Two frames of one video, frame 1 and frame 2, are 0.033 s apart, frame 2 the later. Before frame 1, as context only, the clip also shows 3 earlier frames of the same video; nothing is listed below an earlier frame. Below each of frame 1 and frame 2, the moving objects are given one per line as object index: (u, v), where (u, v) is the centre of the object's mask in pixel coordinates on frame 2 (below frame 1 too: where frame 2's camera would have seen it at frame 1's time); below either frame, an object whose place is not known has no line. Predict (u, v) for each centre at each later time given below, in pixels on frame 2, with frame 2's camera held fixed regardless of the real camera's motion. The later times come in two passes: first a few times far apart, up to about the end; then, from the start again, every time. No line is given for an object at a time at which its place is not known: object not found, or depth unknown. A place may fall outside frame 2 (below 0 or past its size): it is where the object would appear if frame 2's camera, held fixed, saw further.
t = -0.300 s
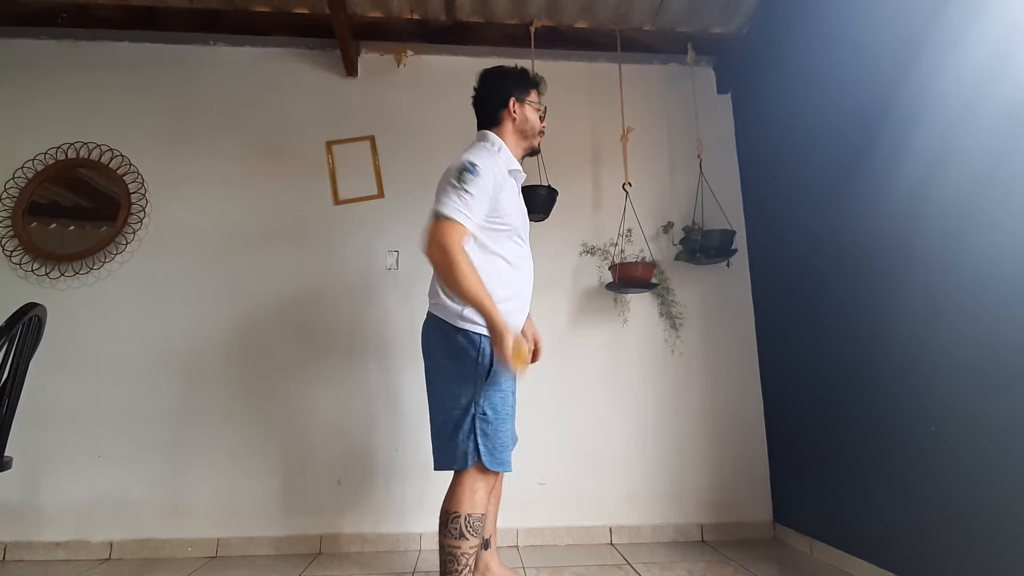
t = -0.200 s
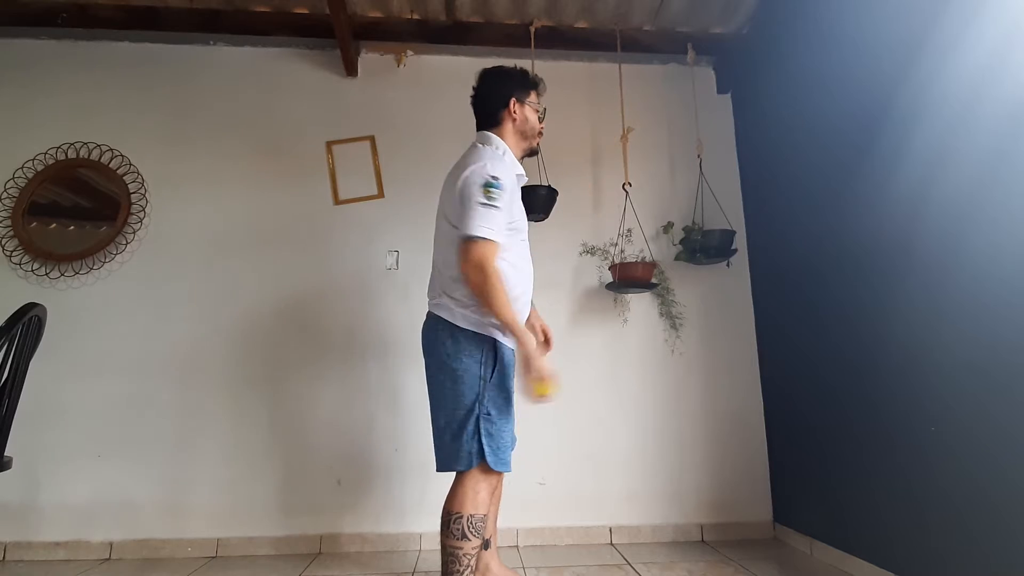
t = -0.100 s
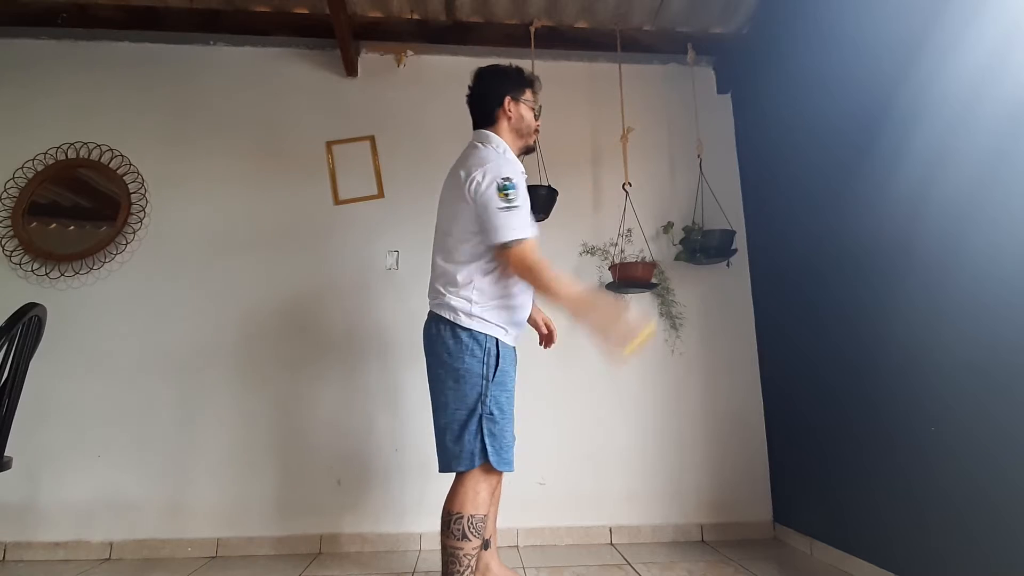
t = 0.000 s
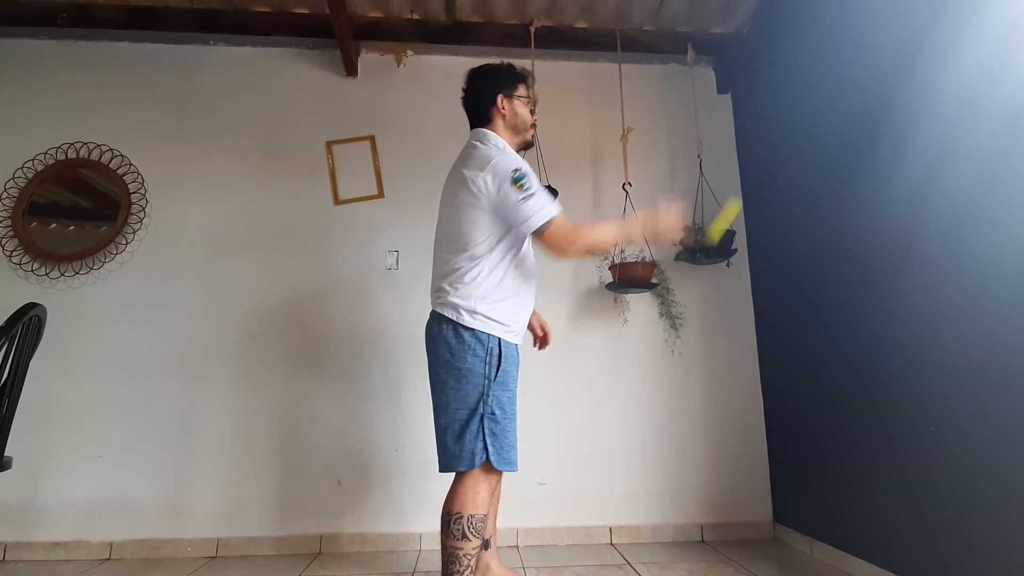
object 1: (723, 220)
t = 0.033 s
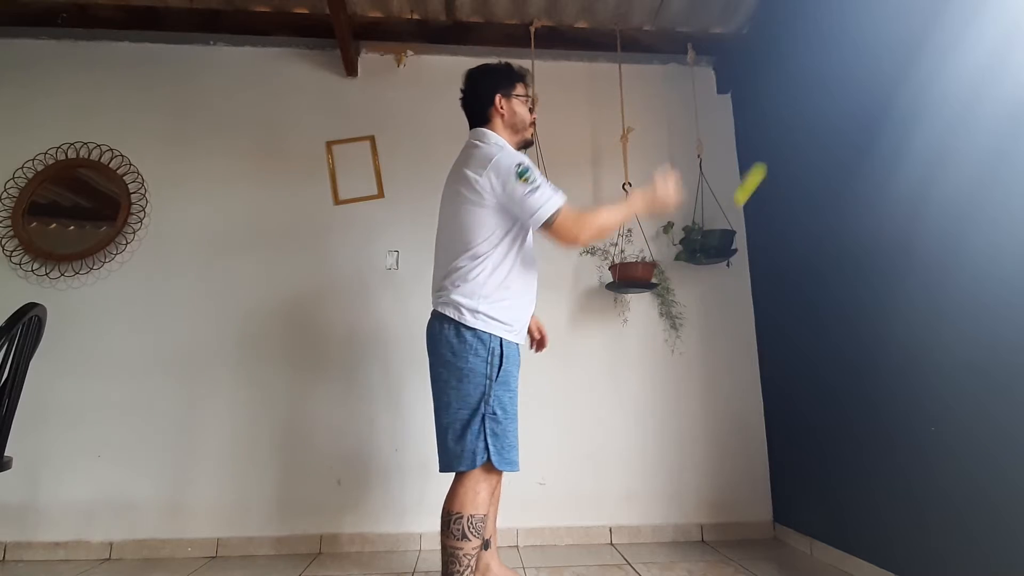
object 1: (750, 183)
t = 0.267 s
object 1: (848, 42)
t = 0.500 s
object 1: (703, 52)
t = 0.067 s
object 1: (772, 154)
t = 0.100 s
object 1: (796, 125)
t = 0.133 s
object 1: (821, 100)
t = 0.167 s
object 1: (846, 80)
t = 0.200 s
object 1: (870, 65)
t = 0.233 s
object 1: (871, 53)
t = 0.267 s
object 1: (848, 42)
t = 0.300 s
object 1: (829, 34)
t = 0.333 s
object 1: (809, 30)
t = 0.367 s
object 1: (787, 29)
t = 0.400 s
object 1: (763, 30)
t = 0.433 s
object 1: (745, 33)
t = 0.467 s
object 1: (724, 40)
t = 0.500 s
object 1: (703, 52)
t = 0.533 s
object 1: (682, 64)
